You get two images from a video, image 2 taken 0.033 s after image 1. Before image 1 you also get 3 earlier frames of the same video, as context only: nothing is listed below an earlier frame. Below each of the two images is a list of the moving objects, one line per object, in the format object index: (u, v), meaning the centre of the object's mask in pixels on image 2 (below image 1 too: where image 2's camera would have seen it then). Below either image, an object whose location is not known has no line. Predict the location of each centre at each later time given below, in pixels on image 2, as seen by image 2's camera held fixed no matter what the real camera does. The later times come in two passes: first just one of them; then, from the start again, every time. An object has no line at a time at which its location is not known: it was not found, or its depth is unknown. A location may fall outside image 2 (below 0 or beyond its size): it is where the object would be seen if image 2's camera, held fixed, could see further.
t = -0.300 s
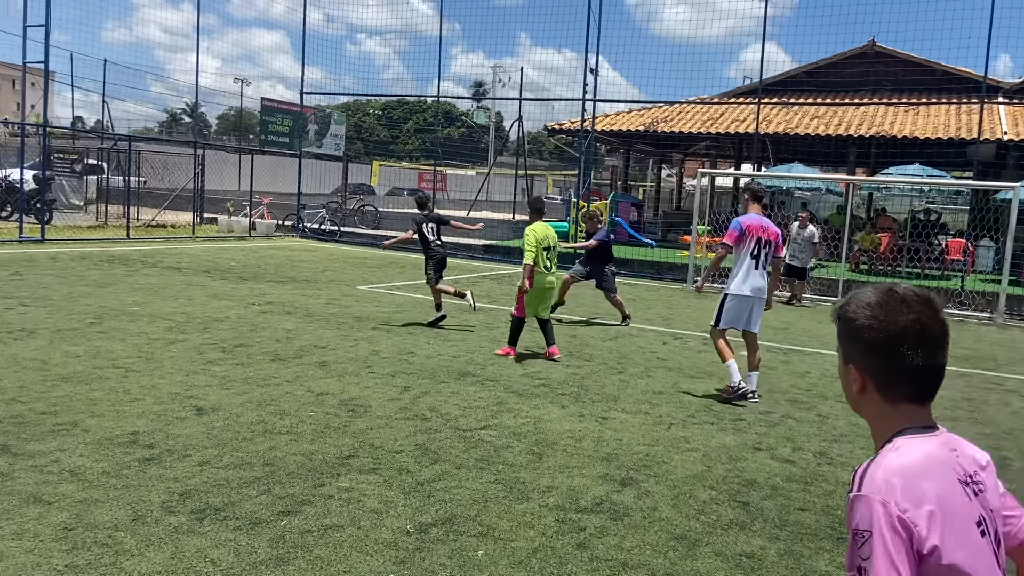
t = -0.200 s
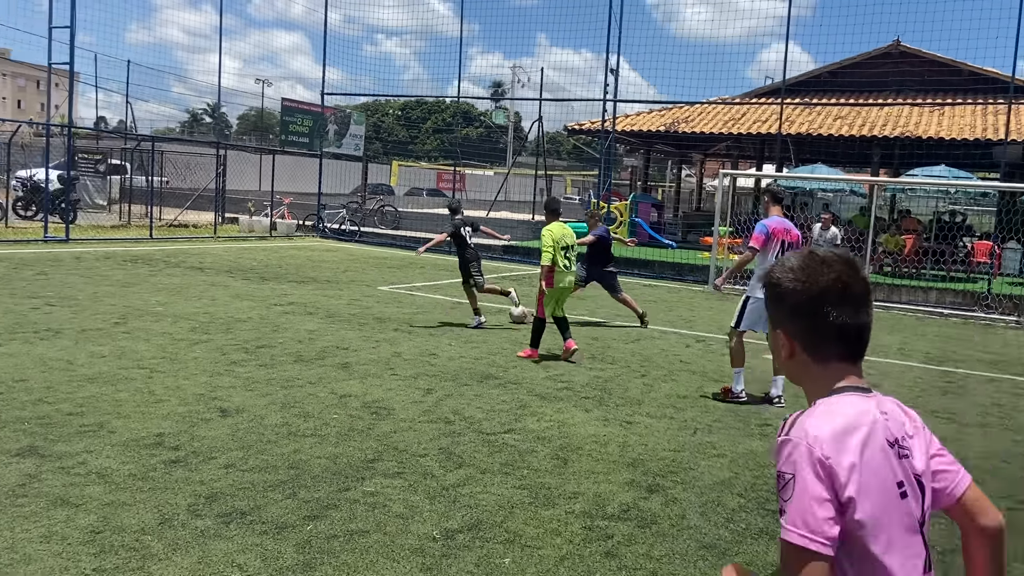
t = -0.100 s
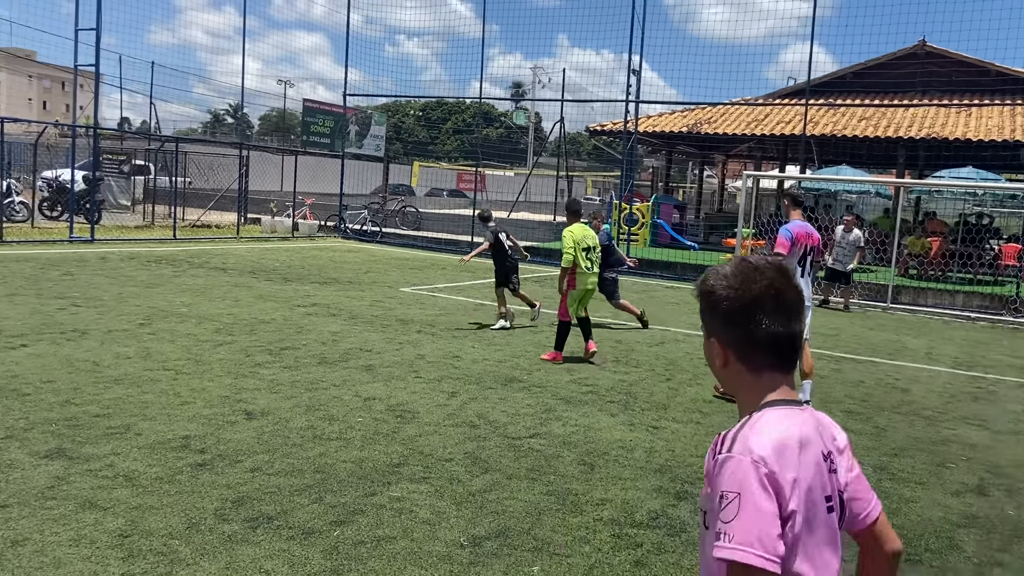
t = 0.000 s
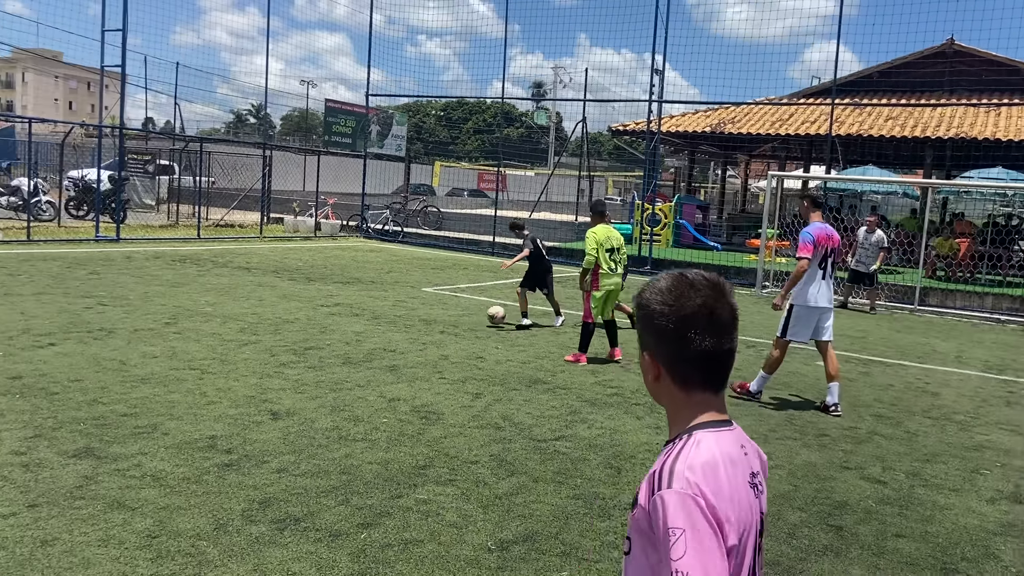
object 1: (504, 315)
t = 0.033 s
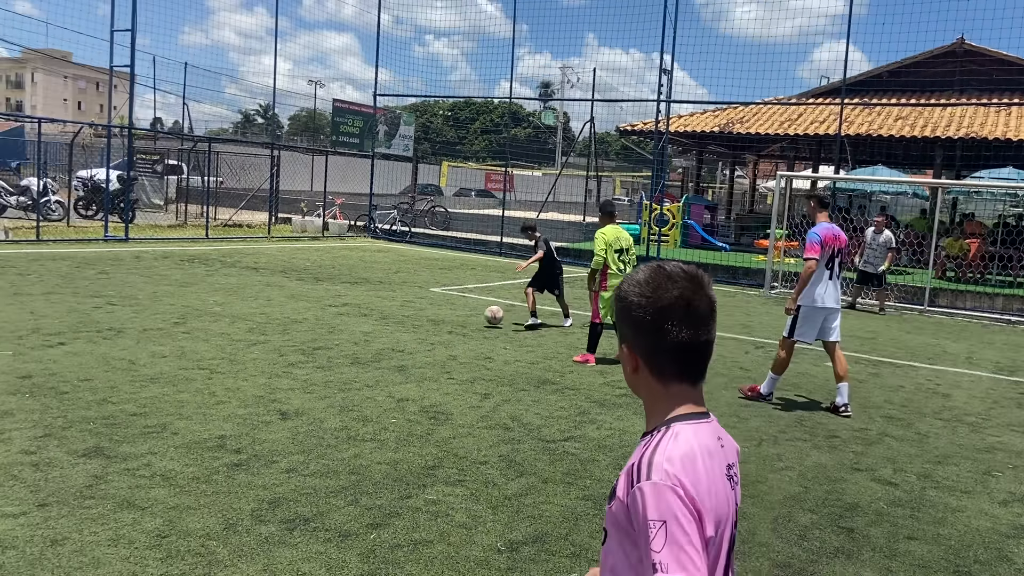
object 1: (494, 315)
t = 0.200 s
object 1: (440, 317)
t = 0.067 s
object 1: (483, 316)
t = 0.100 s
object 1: (473, 318)
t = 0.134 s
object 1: (462, 318)
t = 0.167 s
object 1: (451, 317)
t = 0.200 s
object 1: (440, 317)
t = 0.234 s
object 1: (427, 318)
